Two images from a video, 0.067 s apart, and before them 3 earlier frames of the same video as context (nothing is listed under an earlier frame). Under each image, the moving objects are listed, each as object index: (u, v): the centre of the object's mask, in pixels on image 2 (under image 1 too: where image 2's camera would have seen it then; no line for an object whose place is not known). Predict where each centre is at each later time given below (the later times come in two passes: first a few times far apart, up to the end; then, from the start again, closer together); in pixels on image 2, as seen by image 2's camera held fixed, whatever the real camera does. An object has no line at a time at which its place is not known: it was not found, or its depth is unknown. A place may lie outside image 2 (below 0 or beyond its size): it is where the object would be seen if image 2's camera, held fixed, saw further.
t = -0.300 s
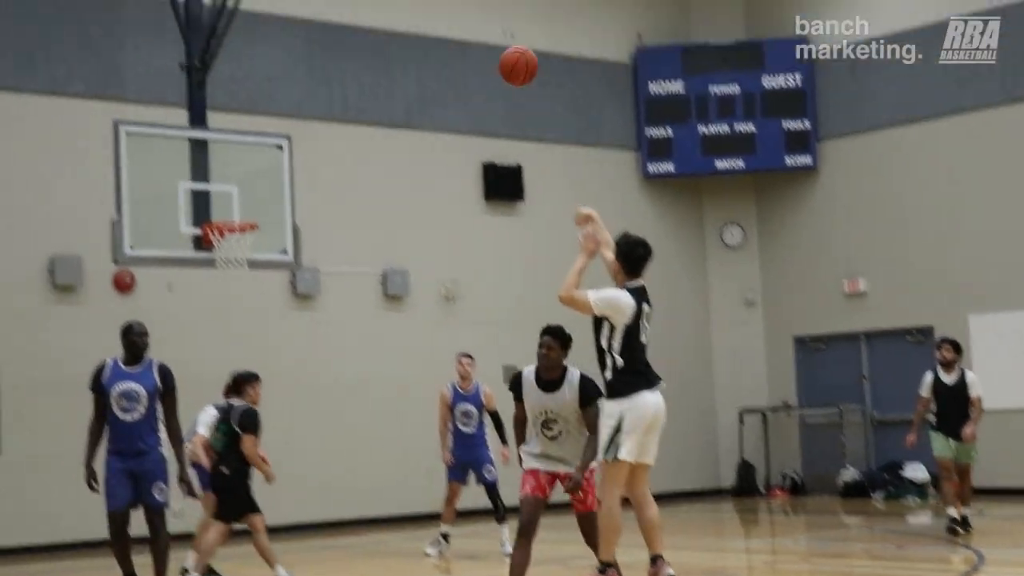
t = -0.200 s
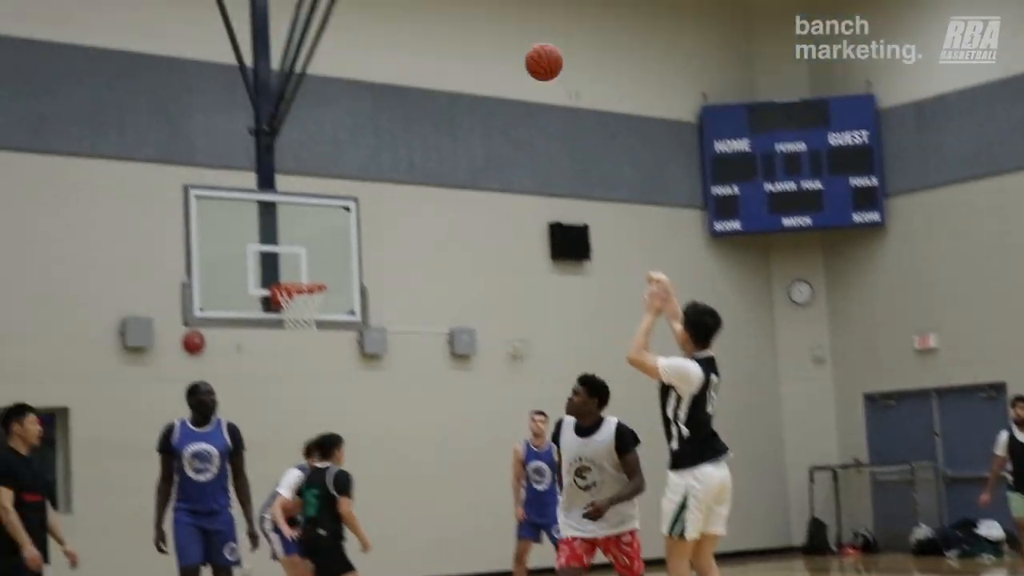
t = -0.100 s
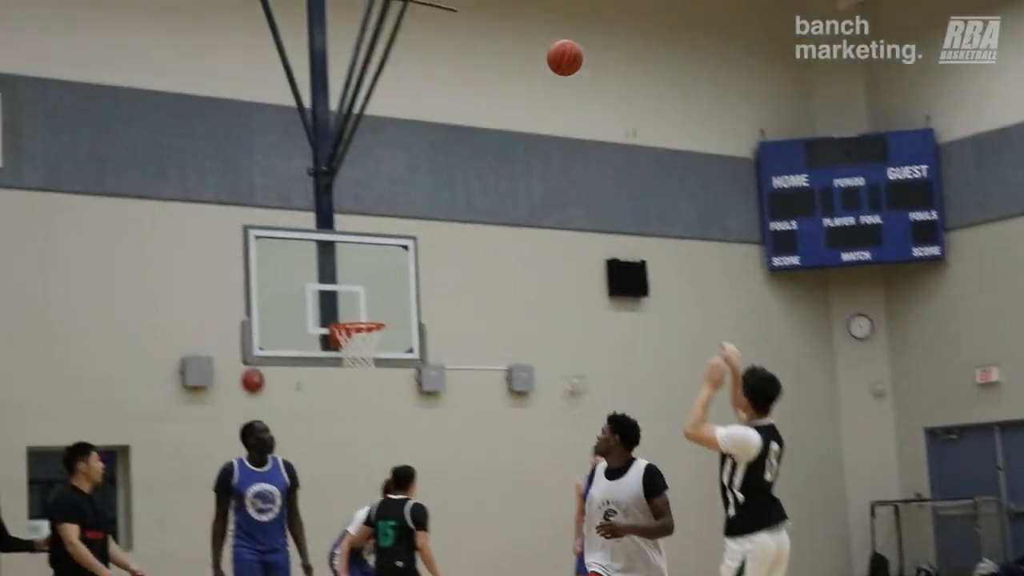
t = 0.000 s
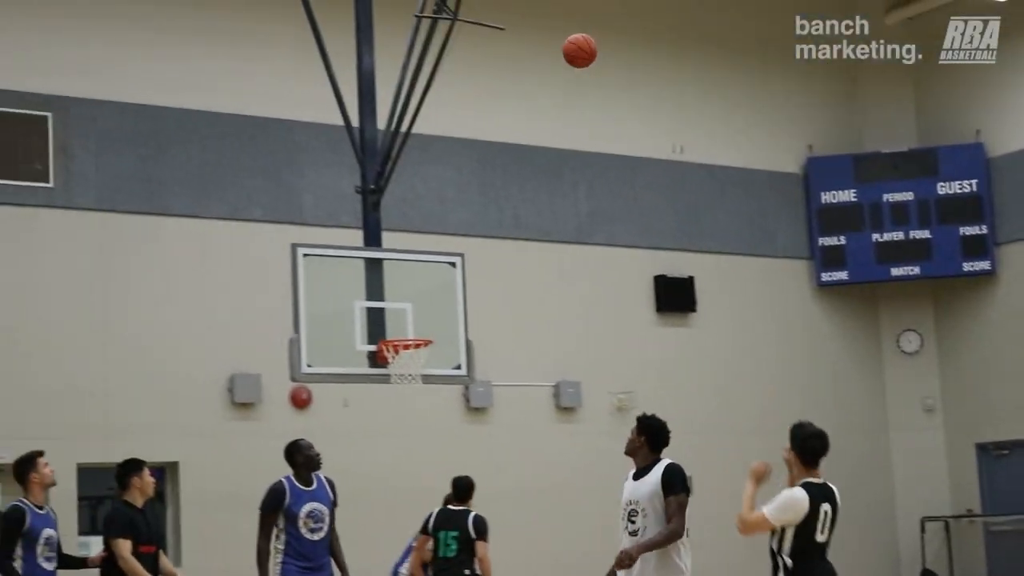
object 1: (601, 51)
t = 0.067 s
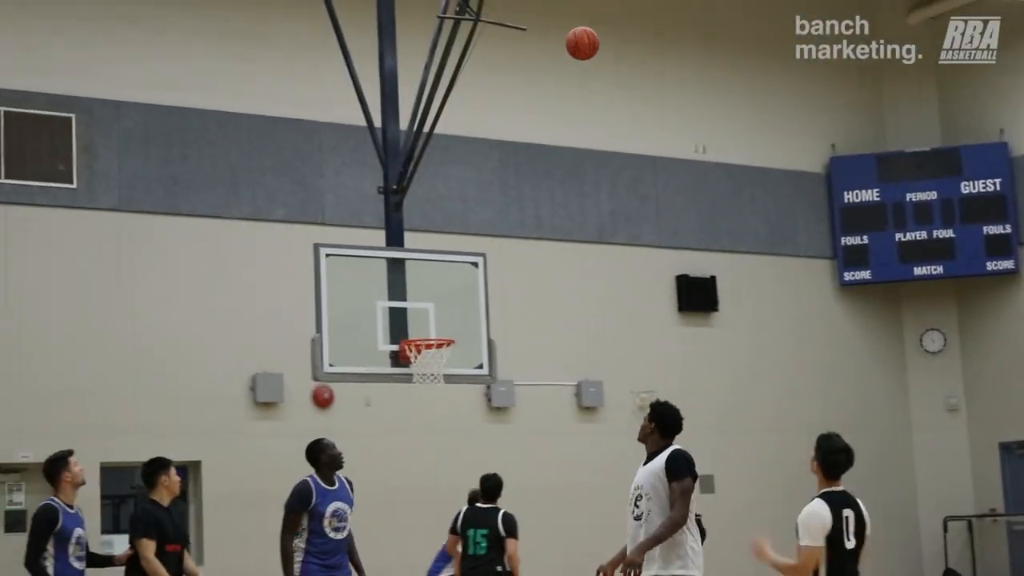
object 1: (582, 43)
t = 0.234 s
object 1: (539, 49)
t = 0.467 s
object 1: (487, 111)
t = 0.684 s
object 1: (448, 214)
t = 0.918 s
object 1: (414, 360)
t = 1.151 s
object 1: (441, 392)
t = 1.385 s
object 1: (471, 476)
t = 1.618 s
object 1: (497, 620)
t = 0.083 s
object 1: (578, 42)
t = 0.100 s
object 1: (573, 42)
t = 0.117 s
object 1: (568, 41)
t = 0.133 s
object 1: (564, 41)
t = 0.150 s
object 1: (560, 42)
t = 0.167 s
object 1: (555, 43)
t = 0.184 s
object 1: (551, 44)
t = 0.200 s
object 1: (547, 45)
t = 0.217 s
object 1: (543, 47)
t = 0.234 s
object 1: (539, 49)
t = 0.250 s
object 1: (535, 52)
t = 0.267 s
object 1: (531, 55)
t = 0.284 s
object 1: (527, 58)
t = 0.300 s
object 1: (523, 61)
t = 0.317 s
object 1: (519, 65)
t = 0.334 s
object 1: (515, 69)
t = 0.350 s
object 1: (512, 73)
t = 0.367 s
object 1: (508, 78)
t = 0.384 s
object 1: (504, 83)
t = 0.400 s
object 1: (501, 88)
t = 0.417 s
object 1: (497, 94)
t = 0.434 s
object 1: (494, 99)
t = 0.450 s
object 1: (491, 105)
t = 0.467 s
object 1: (487, 111)
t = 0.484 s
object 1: (484, 118)
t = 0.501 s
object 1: (481, 125)
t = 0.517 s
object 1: (478, 132)
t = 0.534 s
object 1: (474, 139)
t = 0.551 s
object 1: (472, 146)
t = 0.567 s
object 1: (468, 153)
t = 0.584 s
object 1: (465, 162)
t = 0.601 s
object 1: (462, 170)
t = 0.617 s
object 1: (459, 178)
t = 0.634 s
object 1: (457, 187)
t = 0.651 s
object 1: (454, 195)
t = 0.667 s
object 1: (450, 205)
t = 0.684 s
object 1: (448, 214)
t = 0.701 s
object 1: (445, 223)
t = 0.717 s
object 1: (443, 233)
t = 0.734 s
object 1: (440, 244)
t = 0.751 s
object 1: (437, 254)
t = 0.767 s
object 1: (434, 265)
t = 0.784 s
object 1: (432, 275)
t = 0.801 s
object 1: (429, 286)
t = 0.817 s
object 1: (427, 298)
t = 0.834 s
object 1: (425, 309)
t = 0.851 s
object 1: (422, 321)
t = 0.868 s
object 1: (419, 331)
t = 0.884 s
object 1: (418, 344)
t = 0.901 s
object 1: (414, 354)
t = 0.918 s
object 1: (414, 360)
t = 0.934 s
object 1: (419, 368)
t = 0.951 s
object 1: (418, 369)
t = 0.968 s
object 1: (419, 369)
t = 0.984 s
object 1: (420, 369)
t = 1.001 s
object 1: (422, 370)
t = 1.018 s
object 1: (424, 371)
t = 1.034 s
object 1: (425, 373)
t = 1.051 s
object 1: (427, 376)
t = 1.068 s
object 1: (430, 378)
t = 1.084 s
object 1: (432, 381)
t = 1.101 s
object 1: (434, 383)
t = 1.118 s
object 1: (437, 386)
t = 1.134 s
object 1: (439, 389)
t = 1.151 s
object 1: (441, 392)
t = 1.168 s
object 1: (443, 396)
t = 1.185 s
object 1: (445, 400)
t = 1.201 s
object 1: (448, 405)
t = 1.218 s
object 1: (450, 410)
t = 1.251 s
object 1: (454, 421)
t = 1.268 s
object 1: (456, 427)
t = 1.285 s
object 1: (458, 433)
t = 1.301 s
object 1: (460, 440)
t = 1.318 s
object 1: (462, 447)
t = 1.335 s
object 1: (464, 454)
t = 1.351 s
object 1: (466, 462)
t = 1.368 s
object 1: (469, 469)
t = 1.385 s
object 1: (471, 476)
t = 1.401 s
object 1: (473, 485)
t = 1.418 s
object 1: (476, 493)
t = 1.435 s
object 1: (478, 502)
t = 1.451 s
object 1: (480, 511)
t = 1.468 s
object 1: (481, 519)
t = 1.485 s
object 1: (483, 529)
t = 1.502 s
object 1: (484, 539)
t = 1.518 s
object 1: (486, 550)
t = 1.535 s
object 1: (488, 560)
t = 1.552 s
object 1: (491, 572)
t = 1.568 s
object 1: (492, 583)
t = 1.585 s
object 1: (494, 595)
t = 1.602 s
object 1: (496, 607)
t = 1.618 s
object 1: (497, 620)
